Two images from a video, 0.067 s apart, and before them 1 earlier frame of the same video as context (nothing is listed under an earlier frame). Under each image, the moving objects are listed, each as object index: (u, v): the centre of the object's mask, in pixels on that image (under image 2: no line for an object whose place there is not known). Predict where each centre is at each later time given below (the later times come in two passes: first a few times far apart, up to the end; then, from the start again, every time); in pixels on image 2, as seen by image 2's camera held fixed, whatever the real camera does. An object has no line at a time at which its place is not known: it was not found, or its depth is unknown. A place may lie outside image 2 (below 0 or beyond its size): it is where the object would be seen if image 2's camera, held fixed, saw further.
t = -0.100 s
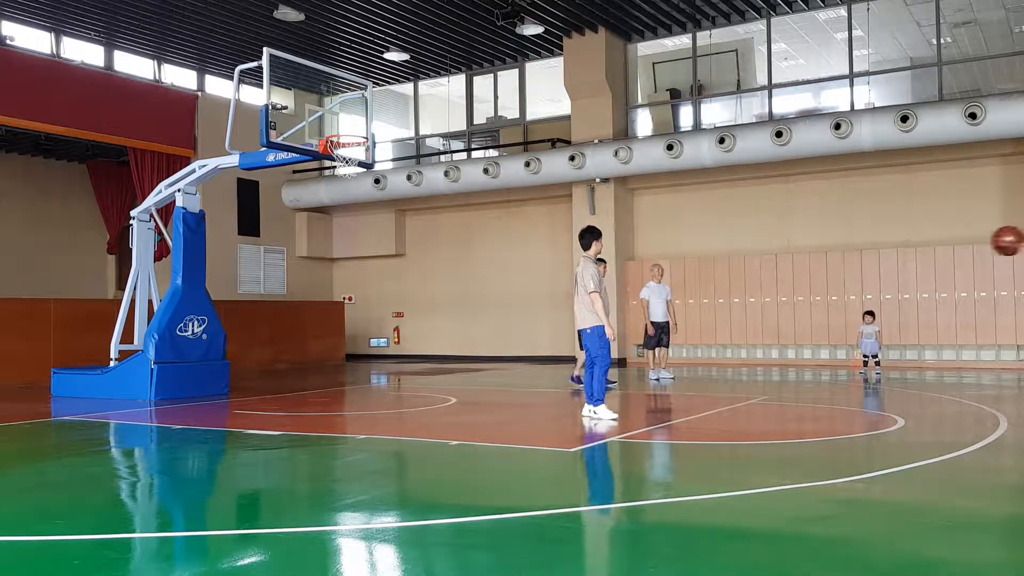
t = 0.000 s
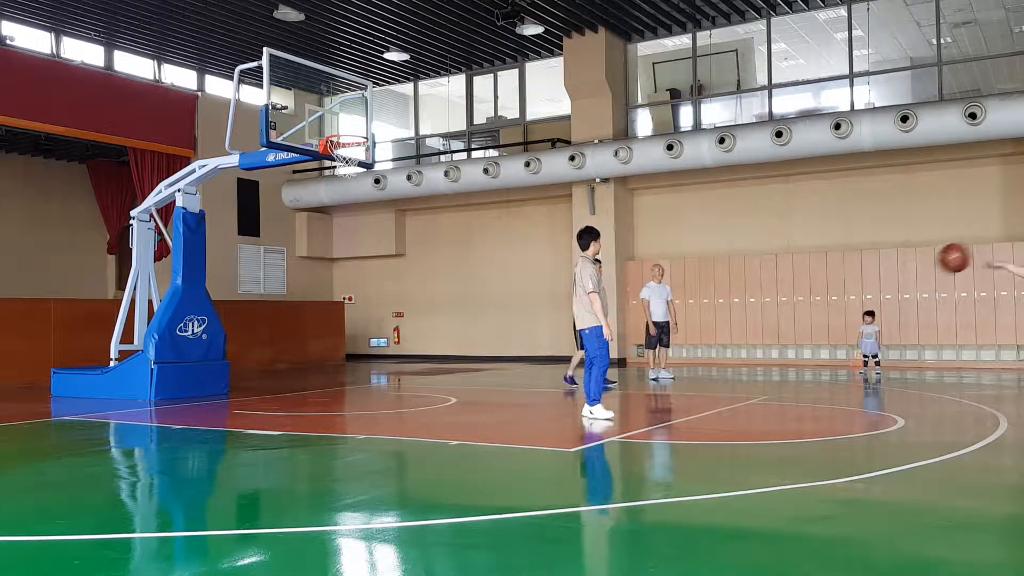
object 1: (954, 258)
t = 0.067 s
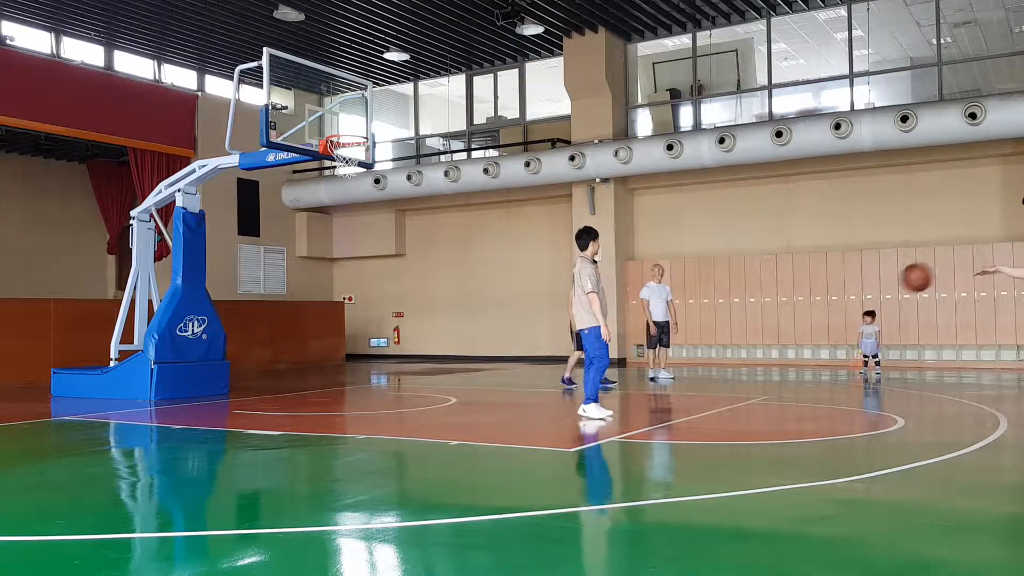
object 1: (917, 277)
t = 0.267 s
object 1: (811, 365)
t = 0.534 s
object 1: (728, 336)
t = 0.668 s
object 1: (697, 306)
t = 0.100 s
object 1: (898, 288)
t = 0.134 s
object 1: (881, 301)
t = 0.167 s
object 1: (863, 314)
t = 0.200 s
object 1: (845, 330)
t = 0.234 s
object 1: (828, 346)
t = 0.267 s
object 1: (811, 365)
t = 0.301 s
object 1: (794, 384)
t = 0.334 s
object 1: (779, 401)
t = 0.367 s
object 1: (768, 403)
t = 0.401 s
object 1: (760, 387)
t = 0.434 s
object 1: (752, 372)
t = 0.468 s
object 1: (744, 359)
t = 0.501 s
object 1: (736, 346)
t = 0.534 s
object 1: (728, 336)
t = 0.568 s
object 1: (720, 327)
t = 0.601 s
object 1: (712, 318)
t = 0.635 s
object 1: (705, 311)
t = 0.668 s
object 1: (697, 306)
